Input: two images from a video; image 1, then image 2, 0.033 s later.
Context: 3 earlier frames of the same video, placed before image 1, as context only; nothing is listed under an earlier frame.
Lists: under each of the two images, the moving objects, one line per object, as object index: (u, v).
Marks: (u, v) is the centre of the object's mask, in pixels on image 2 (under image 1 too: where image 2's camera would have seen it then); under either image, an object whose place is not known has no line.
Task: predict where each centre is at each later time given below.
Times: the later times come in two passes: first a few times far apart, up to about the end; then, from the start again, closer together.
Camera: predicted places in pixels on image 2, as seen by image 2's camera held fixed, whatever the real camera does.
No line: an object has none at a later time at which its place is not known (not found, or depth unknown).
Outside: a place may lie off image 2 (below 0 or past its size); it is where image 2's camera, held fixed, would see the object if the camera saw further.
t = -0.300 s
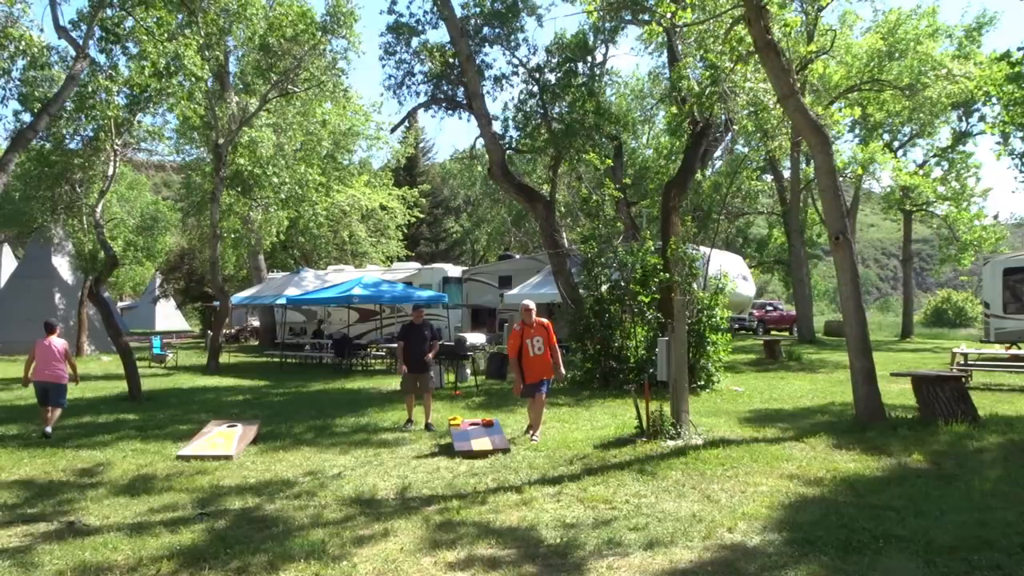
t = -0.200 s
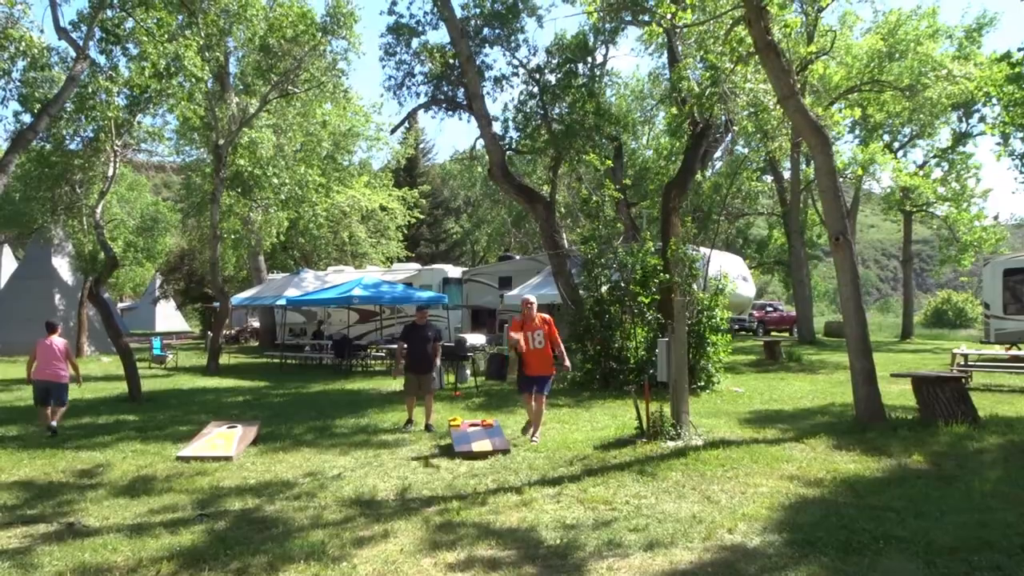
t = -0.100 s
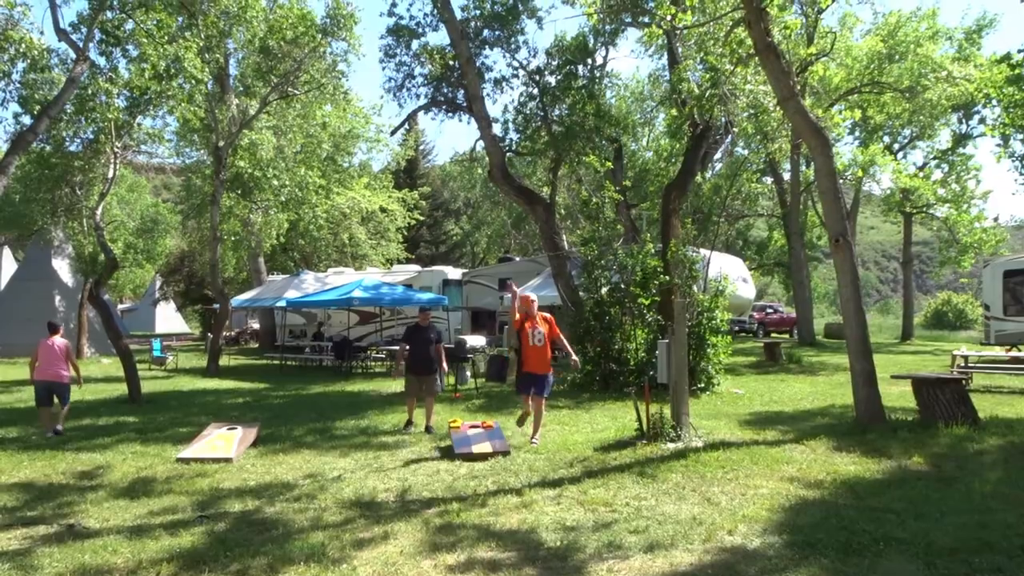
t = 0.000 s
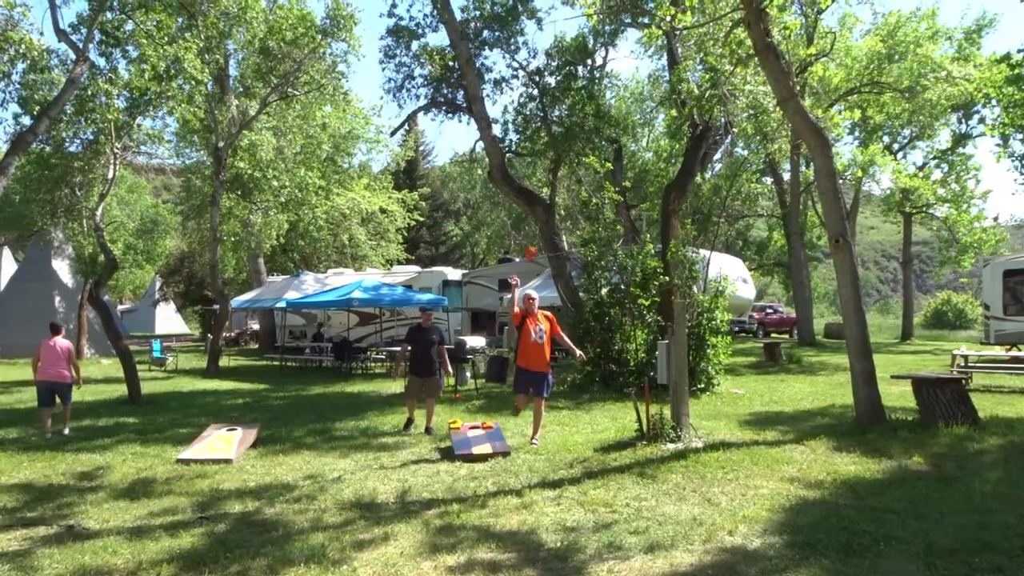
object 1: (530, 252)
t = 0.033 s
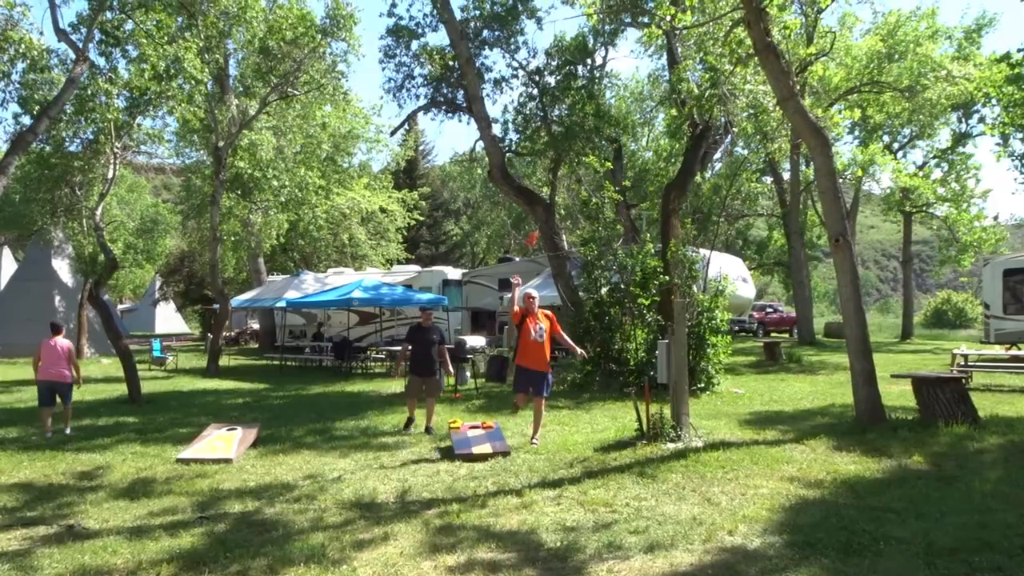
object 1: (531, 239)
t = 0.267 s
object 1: (548, 153)
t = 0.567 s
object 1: (580, 110)
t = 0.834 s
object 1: (642, 199)
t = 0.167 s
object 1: (539, 185)
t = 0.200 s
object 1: (542, 176)
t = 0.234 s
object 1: (544, 163)
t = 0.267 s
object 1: (548, 153)
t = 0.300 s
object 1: (550, 145)
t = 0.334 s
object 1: (553, 138)
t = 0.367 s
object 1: (556, 130)
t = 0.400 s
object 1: (558, 126)
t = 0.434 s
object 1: (563, 120)
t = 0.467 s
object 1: (567, 115)
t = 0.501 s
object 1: (572, 113)
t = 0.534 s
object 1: (577, 110)
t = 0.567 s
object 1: (580, 110)
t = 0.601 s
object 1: (584, 111)
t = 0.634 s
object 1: (590, 115)
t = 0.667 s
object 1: (599, 121)
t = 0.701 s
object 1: (607, 131)
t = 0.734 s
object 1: (614, 144)
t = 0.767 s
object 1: (622, 158)
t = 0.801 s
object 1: (632, 177)
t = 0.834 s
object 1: (642, 199)
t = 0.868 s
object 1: (651, 226)
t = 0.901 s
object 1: (662, 257)
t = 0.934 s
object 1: (675, 294)
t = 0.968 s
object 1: (688, 340)
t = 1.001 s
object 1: (704, 391)
